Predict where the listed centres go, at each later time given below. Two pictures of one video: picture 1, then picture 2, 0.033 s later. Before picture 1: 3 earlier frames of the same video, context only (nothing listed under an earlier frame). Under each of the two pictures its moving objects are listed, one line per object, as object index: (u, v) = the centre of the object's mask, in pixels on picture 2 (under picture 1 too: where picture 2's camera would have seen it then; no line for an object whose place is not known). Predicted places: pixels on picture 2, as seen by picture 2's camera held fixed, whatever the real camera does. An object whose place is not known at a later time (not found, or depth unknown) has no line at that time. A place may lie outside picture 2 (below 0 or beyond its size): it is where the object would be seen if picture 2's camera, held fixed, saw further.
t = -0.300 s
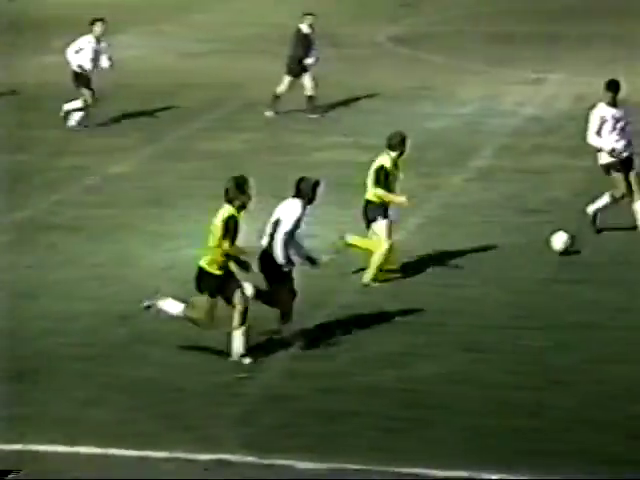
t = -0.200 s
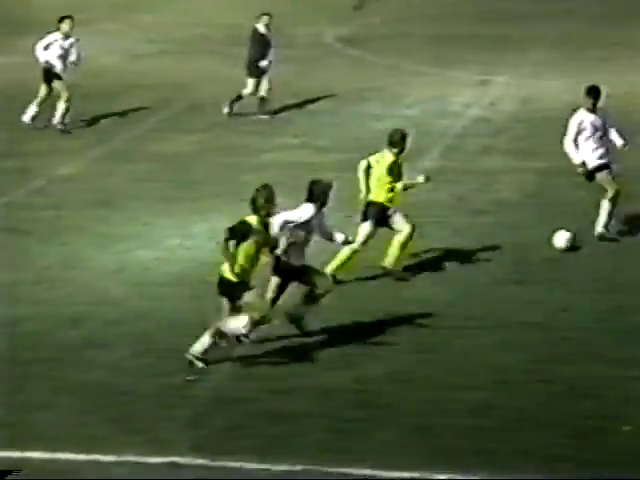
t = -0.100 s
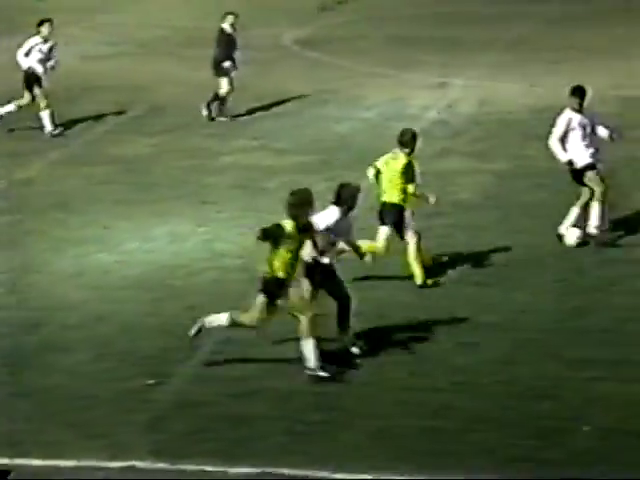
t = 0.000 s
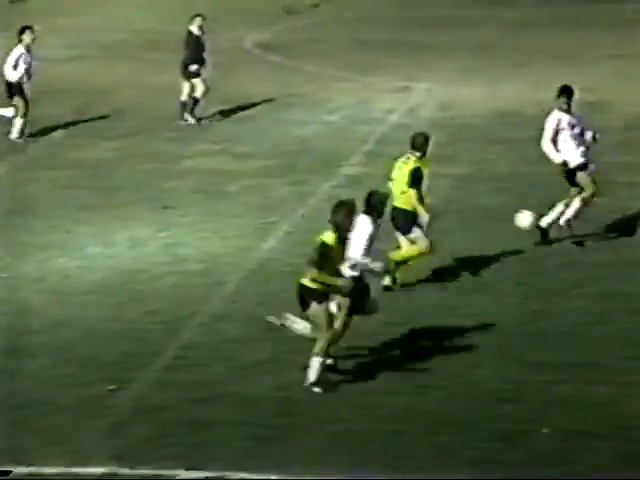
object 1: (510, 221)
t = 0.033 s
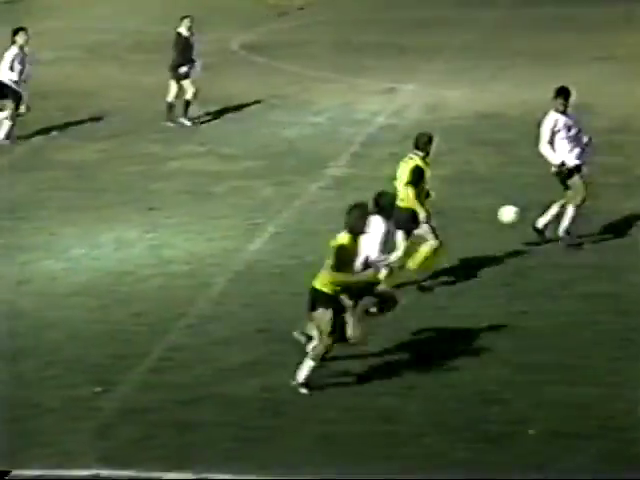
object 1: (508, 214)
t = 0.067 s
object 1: (506, 209)
